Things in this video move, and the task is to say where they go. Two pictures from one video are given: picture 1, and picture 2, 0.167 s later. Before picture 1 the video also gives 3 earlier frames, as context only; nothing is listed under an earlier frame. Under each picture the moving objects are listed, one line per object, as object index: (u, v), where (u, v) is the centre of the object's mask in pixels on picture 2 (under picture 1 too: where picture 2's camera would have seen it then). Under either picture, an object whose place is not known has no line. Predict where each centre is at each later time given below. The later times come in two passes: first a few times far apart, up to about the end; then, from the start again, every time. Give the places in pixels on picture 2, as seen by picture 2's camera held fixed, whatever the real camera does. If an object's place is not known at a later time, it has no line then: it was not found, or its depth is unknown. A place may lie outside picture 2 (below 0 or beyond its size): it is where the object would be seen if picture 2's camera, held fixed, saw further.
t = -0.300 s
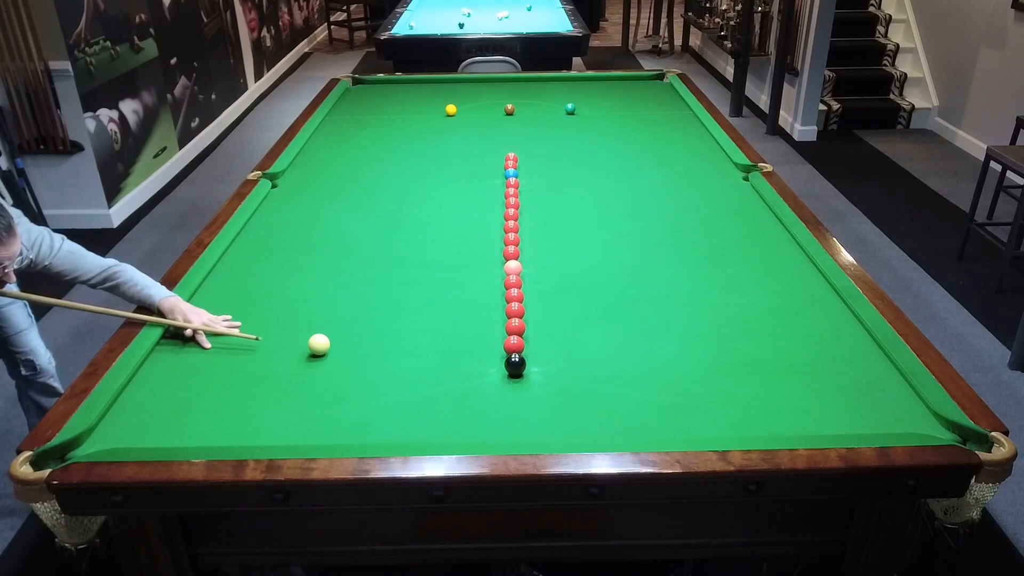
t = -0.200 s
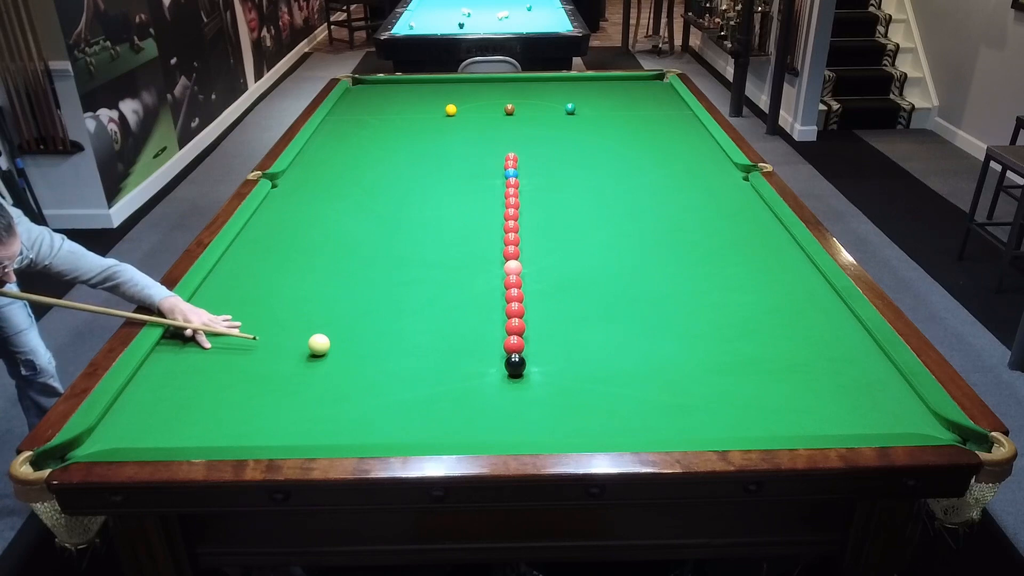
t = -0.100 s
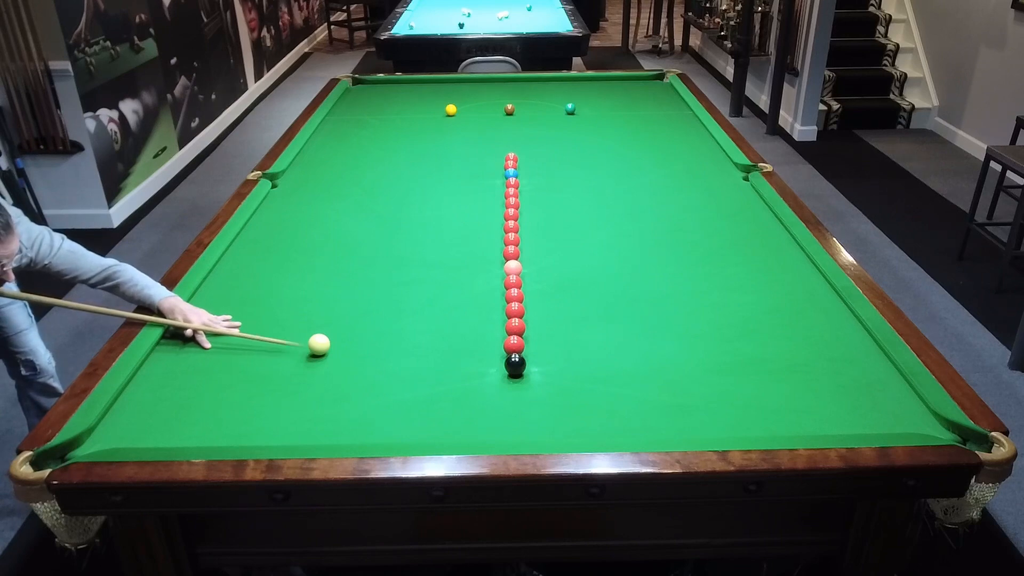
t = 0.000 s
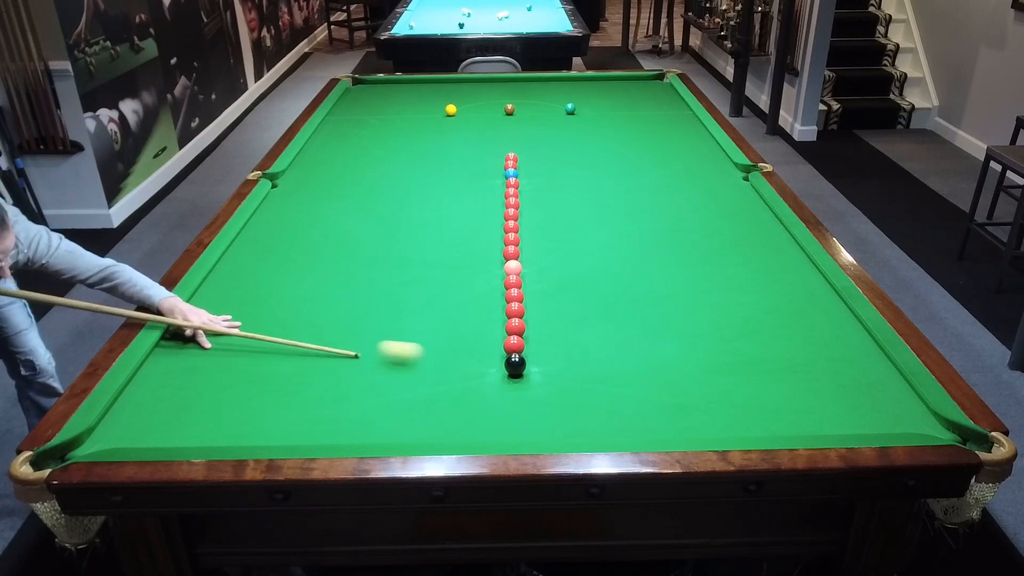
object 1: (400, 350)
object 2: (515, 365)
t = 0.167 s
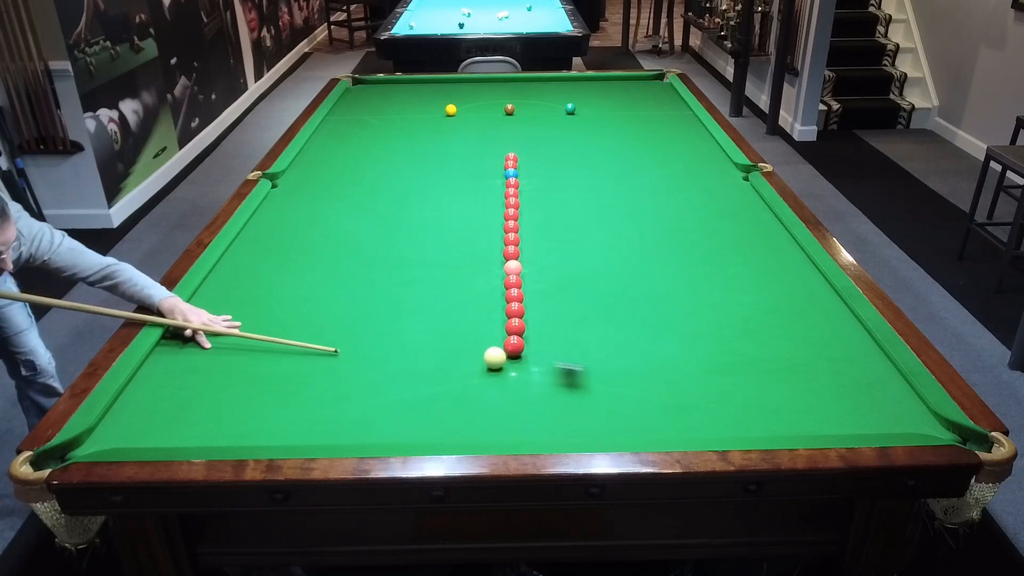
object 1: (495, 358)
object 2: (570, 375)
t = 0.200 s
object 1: (493, 356)
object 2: (597, 379)
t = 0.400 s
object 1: (474, 347)
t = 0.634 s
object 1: (453, 338)
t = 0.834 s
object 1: (437, 331)
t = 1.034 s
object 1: (423, 325)
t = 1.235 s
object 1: (410, 320)
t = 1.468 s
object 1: (397, 314)
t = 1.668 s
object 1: (387, 310)
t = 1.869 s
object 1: (378, 306)
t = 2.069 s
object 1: (371, 303)
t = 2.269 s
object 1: (365, 300)
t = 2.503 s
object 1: (359, 297)
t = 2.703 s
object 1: (356, 296)
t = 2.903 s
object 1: (353, 295)
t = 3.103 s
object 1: (351, 295)
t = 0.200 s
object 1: (493, 356)
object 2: (597, 379)
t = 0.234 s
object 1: (491, 354)
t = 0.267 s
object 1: (488, 353)
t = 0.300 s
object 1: (484, 352)
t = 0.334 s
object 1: (481, 350)
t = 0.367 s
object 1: (478, 349)
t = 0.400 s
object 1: (474, 347)
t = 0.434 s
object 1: (471, 346)
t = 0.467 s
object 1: (468, 345)
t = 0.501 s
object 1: (465, 343)
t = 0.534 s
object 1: (462, 342)
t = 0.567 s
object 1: (459, 341)
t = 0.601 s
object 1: (456, 340)
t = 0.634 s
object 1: (453, 338)
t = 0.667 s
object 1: (451, 337)
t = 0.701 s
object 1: (448, 336)
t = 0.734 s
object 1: (445, 335)
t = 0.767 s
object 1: (443, 334)
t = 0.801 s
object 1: (440, 333)
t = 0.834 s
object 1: (437, 331)
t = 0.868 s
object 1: (435, 330)
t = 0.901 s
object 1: (432, 329)
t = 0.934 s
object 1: (430, 328)
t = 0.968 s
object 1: (428, 327)
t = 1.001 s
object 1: (425, 326)
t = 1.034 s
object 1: (423, 325)
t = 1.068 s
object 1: (421, 324)
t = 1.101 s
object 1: (419, 323)
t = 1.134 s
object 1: (416, 322)
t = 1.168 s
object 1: (414, 322)
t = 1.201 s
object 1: (412, 321)
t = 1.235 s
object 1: (410, 320)
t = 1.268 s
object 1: (408, 319)
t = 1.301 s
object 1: (406, 318)
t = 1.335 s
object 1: (404, 317)
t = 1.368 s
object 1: (402, 317)
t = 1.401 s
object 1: (400, 316)
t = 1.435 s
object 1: (399, 315)
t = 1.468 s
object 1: (397, 314)
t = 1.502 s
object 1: (395, 314)
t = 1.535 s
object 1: (393, 313)
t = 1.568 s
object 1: (392, 312)
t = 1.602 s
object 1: (390, 311)
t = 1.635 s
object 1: (388, 311)
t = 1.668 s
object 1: (387, 310)
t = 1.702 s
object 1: (385, 309)
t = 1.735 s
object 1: (384, 309)
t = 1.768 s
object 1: (382, 308)
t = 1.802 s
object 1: (381, 307)
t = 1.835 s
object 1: (380, 307)
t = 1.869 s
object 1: (378, 306)
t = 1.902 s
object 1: (377, 305)
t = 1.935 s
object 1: (376, 305)
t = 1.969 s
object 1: (375, 304)
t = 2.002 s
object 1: (374, 304)
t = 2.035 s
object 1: (373, 303)
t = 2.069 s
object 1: (371, 303)
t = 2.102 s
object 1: (370, 302)
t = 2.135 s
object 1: (369, 302)
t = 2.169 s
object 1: (368, 301)
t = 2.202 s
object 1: (367, 301)
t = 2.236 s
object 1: (366, 300)
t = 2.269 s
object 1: (365, 300)
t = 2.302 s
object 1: (364, 299)
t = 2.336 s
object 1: (363, 299)
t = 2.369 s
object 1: (362, 299)
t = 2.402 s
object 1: (362, 298)
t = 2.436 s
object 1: (361, 298)
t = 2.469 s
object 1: (360, 298)
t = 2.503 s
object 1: (359, 297)
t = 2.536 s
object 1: (359, 297)
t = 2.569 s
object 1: (358, 297)
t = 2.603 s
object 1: (358, 297)
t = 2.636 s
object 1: (357, 296)
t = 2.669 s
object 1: (356, 296)
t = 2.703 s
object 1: (356, 296)
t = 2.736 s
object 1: (355, 296)
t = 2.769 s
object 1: (355, 296)
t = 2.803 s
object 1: (354, 295)
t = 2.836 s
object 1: (354, 295)
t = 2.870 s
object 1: (353, 295)
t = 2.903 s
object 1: (353, 295)
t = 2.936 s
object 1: (353, 295)
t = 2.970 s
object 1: (352, 295)
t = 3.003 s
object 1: (352, 295)
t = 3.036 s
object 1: (352, 295)
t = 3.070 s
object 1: (351, 295)
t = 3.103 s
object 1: (351, 295)
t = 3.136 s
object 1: (351, 295)
